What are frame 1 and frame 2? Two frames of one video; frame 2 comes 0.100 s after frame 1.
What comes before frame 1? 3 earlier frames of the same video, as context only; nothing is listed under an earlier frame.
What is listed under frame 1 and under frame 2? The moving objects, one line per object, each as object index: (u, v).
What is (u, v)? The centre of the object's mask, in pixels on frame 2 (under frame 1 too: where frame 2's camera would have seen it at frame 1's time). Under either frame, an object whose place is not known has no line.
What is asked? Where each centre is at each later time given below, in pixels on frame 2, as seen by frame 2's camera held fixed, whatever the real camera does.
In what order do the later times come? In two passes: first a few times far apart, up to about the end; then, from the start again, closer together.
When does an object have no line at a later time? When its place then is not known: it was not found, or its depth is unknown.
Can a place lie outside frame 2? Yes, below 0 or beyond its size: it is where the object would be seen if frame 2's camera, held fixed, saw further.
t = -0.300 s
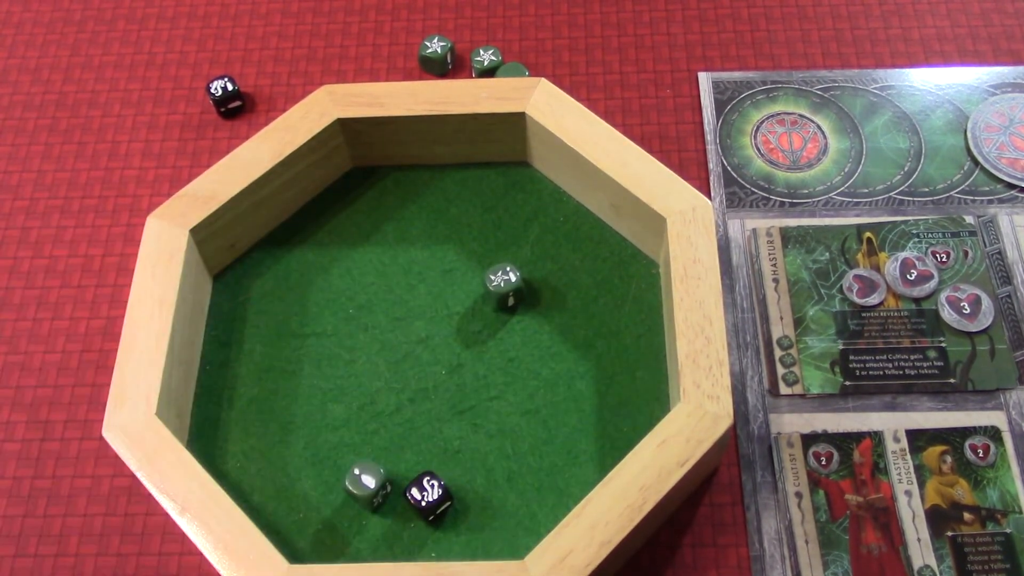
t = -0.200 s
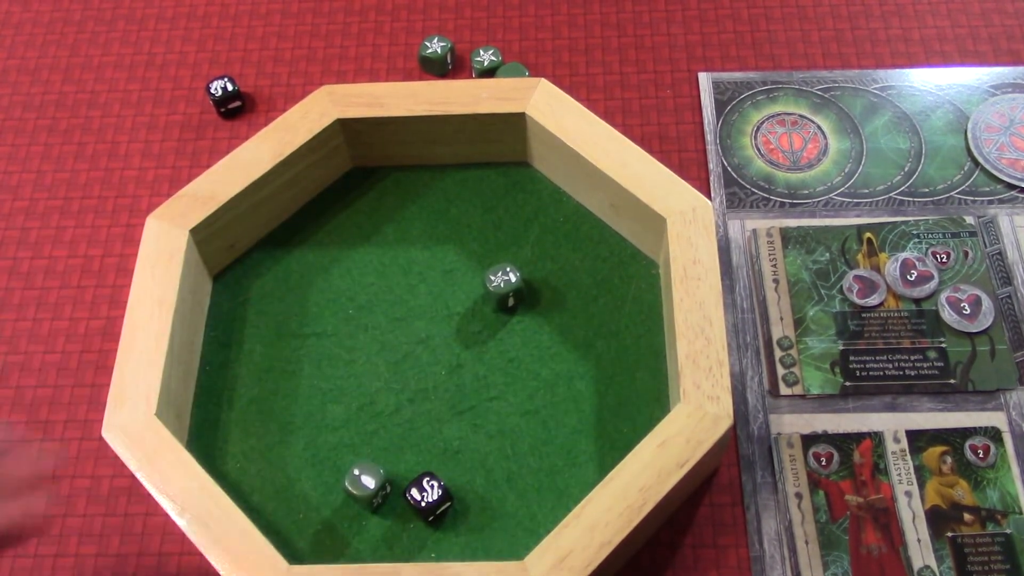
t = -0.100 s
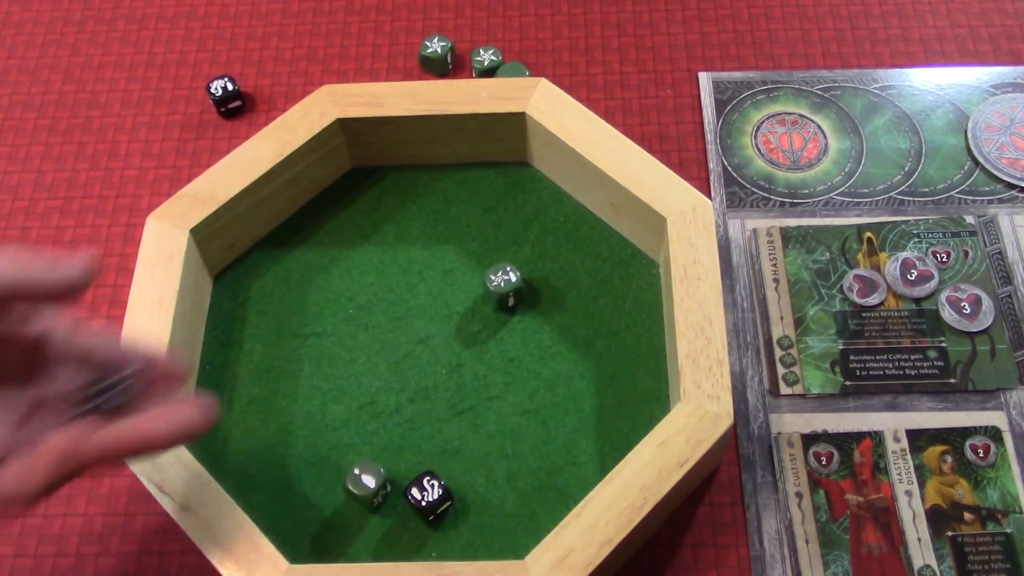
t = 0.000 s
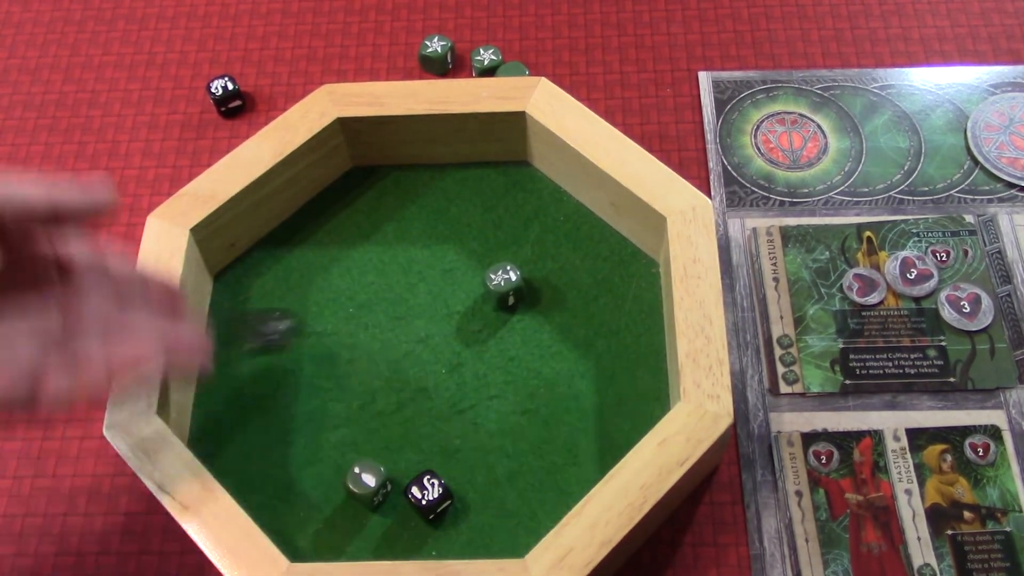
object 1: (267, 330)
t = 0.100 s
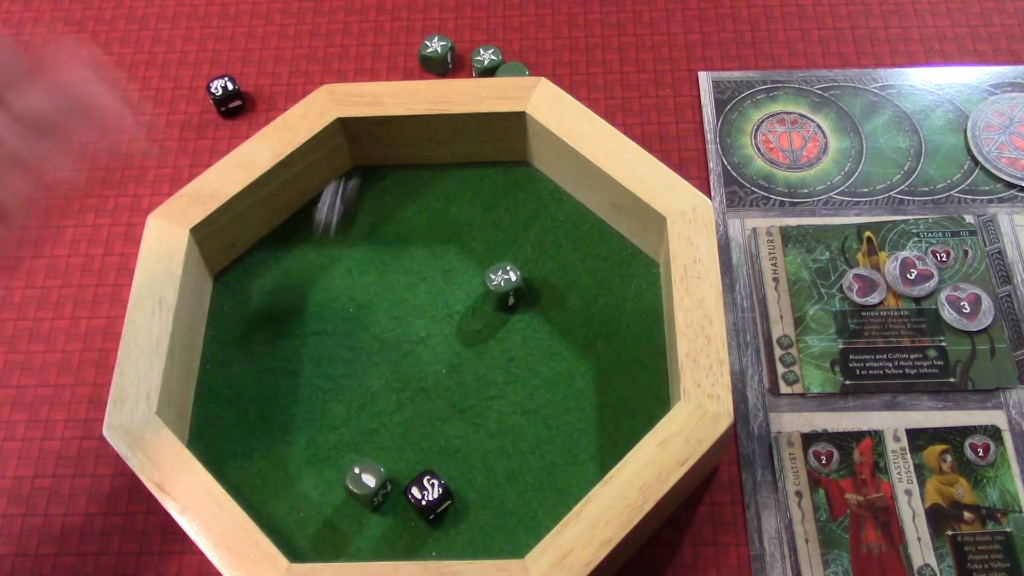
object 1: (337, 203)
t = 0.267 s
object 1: (413, 233)
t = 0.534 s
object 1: (442, 282)
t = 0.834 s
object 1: (442, 282)
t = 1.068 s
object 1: (442, 282)
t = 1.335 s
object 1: (442, 282)
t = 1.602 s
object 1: (442, 282)
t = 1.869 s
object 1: (442, 282)
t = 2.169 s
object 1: (442, 283)
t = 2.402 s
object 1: (442, 283)
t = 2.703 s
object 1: (442, 282)
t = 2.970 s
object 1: (442, 282)
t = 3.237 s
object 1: (442, 282)
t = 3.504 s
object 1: (442, 282)
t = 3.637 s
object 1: (442, 282)
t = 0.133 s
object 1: (361, 173)
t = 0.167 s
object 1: (381, 176)
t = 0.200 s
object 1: (394, 194)
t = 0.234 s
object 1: (407, 218)
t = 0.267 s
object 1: (413, 233)
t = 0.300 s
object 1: (418, 247)
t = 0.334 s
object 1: (418, 258)
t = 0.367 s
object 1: (422, 267)
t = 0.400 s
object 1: (427, 275)
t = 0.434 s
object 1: (431, 281)
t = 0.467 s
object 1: (437, 284)
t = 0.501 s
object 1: (442, 283)
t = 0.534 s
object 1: (442, 282)
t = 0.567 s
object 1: (442, 282)
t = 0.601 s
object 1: (442, 282)
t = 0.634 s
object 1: (442, 282)
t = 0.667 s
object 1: (442, 282)
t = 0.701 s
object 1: (442, 282)
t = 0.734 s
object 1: (442, 282)
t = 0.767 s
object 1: (442, 282)
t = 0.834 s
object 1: (442, 282)
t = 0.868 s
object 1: (442, 282)
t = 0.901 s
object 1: (442, 282)
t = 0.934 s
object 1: (442, 282)
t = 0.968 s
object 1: (442, 282)
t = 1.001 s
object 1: (442, 282)
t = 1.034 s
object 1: (442, 282)
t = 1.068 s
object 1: (442, 282)
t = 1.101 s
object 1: (442, 282)
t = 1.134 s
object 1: (442, 282)
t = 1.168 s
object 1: (442, 282)
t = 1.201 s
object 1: (442, 282)
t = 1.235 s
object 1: (442, 282)
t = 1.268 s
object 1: (442, 282)
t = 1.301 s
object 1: (442, 282)
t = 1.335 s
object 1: (442, 282)
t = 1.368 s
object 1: (442, 282)
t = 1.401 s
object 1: (442, 283)
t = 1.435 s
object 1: (442, 283)
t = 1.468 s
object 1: (442, 282)
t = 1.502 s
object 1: (442, 282)
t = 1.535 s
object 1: (442, 282)
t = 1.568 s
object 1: (442, 282)
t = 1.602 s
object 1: (442, 282)
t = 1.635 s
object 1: (442, 282)
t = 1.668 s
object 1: (442, 282)
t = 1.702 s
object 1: (442, 282)
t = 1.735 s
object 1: (442, 282)
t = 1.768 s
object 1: (442, 282)
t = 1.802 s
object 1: (442, 282)
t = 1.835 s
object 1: (442, 282)
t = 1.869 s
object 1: (442, 282)
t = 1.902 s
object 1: (442, 283)
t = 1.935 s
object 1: (442, 282)
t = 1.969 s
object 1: (442, 283)
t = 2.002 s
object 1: (442, 283)
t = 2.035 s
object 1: (442, 283)
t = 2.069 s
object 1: (442, 283)
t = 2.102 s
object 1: (442, 282)
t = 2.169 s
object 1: (442, 283)
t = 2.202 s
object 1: (442, 283)
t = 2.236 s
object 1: (442, 282)
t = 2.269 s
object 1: (442, 282)
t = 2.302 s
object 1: (442, 282)
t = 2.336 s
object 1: (442, 283)
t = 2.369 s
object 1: (442, 283)
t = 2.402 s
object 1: (442, 283)
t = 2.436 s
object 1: (442, 282)
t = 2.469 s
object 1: (442, 282)
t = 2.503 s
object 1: (442, 282)
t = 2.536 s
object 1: (442, 282)
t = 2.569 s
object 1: (442, 282)
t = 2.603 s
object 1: (442, 282)
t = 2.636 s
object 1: (442, 282)
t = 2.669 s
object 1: (442, 282)
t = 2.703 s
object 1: (442, 282)
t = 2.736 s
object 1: (442, 282)
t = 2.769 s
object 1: (442, 282)
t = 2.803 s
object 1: (442, 282)
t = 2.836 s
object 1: (442, 282)
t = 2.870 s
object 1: (442, 282)
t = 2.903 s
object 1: (442, 282)
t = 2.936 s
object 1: (442, 282)
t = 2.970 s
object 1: (442, 282)
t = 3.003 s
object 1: (442, 282)
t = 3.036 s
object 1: (442, 282)
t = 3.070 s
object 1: (442, 282)
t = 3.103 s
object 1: (442, 282)
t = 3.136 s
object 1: (442, 282)
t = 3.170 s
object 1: (442, 282)
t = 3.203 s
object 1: (442, 283)
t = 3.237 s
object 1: (442, 282)
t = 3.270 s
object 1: (442, 282)
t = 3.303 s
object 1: (442, 282)
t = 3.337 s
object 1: (442, 282)
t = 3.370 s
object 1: (442, 283)
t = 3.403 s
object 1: (442, 283)
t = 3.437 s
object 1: (442, 283)
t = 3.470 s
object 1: (442, 283)
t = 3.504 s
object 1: (442, 282)
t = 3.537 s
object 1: (442, 282)
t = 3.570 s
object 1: (442, 282)
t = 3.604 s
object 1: (442, 282)
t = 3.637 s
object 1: (442, 282)
